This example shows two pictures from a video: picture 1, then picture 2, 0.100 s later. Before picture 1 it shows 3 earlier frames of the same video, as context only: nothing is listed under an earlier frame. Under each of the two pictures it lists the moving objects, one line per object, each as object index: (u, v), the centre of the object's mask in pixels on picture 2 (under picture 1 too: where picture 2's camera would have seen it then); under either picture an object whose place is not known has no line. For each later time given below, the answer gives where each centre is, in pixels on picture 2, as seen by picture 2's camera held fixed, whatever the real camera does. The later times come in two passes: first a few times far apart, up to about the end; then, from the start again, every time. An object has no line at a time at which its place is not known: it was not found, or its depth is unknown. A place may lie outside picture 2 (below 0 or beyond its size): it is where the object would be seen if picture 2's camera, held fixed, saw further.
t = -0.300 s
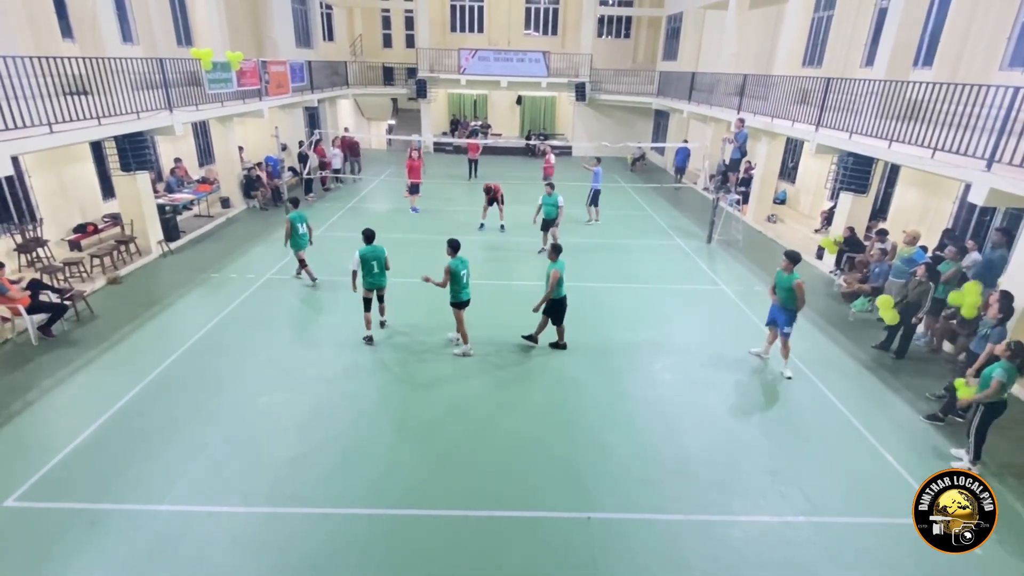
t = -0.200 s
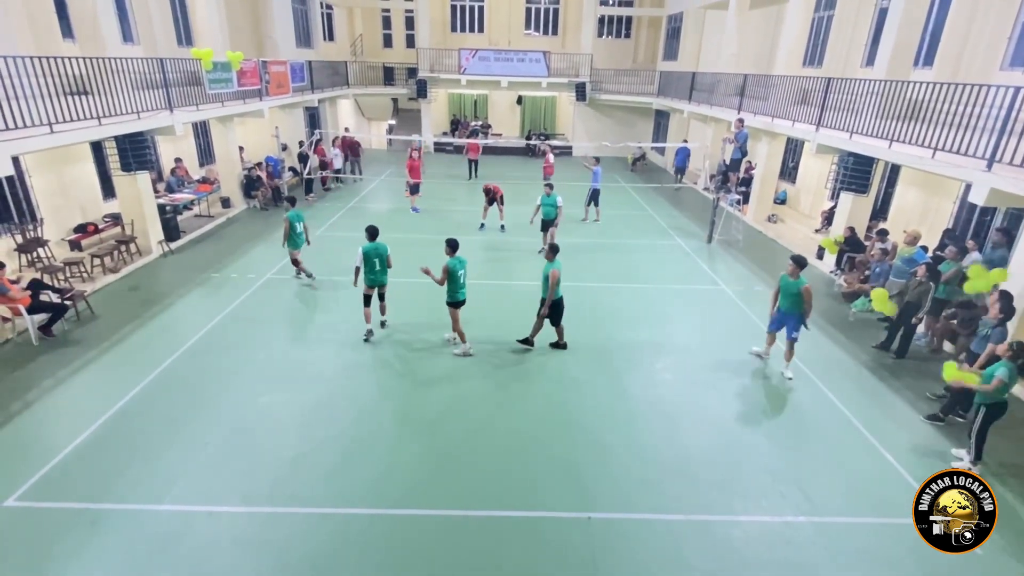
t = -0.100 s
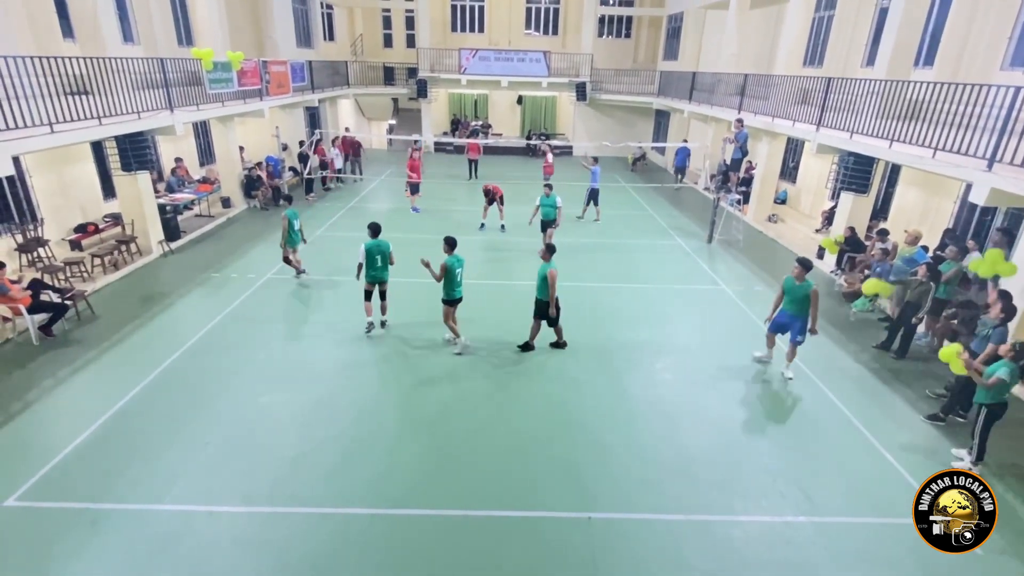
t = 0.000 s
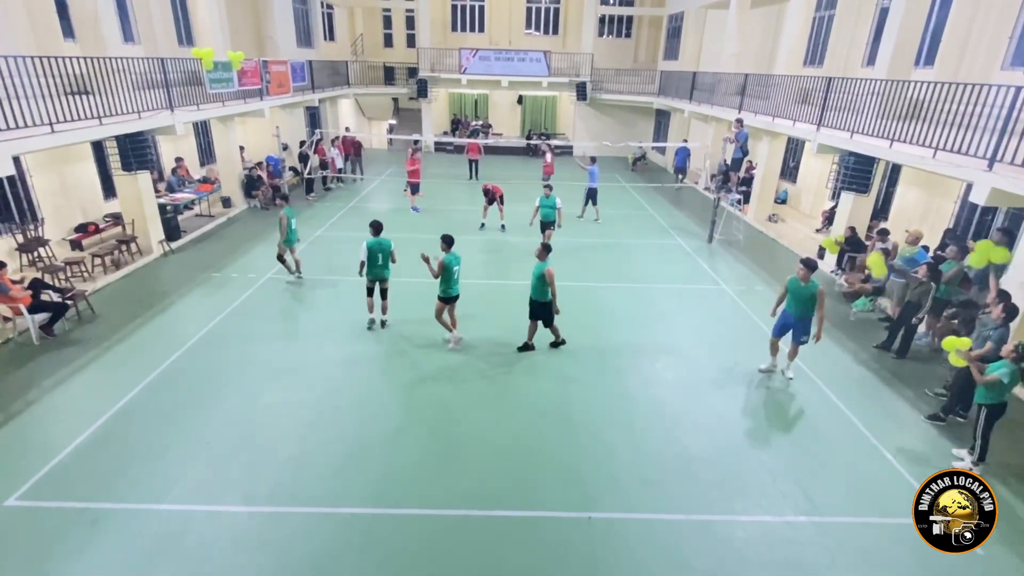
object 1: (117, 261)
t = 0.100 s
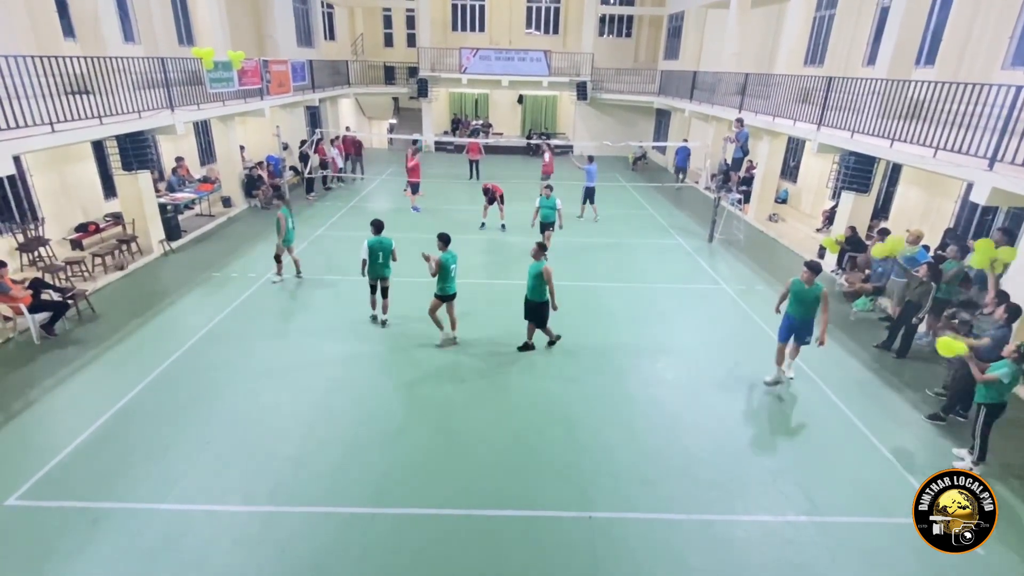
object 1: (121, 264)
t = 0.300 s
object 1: (131, 293)
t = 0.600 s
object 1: (147, 328)
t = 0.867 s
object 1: (160, 343)
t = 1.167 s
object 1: (189, 416)
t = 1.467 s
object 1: (207, 434)
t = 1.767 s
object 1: (243, 522)
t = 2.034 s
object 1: (268, 573)
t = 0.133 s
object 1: (123, 267)
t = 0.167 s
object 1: (123, 271)
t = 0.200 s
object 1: (125, 276)
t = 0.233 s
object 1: (127, 281)
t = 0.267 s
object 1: (129, 287)
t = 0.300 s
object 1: (131, 293)
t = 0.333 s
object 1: (133, 300)
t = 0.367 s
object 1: (137, 309)
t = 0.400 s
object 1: (139, 318)
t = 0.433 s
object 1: (142, 328)
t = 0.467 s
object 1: (145, 340)
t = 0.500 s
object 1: (145, 335)
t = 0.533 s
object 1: (146, 332)
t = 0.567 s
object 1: (146, 330)
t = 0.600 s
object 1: (147, 328)
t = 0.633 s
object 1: (148, 328)
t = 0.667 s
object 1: (148, 327)
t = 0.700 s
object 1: (150, 328)
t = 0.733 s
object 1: (152, 329)
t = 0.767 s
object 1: (154, 331)
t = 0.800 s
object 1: (155, 334)
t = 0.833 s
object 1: (157, 339)
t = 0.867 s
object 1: (160, 343)
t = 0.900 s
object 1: (162, 349)
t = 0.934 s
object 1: (165, 354)
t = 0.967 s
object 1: (168, 363)
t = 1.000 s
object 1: (171, 370)
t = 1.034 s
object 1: (176, 379)
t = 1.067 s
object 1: (179, 390)
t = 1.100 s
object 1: (183, 401)
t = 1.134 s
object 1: (188, 417)
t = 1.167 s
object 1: (189, 416)
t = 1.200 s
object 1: (190, 414)
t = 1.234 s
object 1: (191, 413)
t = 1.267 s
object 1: (193, 414)
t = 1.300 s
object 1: (195, 415)
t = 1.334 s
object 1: (196, 417)
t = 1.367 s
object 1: (199, 420)
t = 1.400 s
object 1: (201, 423)
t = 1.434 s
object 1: (205, 429)
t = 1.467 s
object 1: (207, 434)
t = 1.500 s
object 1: (211, 442)
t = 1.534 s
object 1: (214, 450)
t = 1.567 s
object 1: (218, 459)
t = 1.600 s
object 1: (223, 470)
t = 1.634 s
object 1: (227, 482)
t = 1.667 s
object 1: (232, 495)
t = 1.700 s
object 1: (238, 509)
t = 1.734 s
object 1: (242, 521)
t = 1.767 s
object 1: (243, 522)
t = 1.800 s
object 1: (245, 524)
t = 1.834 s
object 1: (247, 528)
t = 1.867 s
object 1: (250, 532)
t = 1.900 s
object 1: (253, 539)
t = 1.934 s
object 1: (256, 545)
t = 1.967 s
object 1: (259, 555)
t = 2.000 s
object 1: (264, 565)
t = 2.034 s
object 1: (268, 573)
